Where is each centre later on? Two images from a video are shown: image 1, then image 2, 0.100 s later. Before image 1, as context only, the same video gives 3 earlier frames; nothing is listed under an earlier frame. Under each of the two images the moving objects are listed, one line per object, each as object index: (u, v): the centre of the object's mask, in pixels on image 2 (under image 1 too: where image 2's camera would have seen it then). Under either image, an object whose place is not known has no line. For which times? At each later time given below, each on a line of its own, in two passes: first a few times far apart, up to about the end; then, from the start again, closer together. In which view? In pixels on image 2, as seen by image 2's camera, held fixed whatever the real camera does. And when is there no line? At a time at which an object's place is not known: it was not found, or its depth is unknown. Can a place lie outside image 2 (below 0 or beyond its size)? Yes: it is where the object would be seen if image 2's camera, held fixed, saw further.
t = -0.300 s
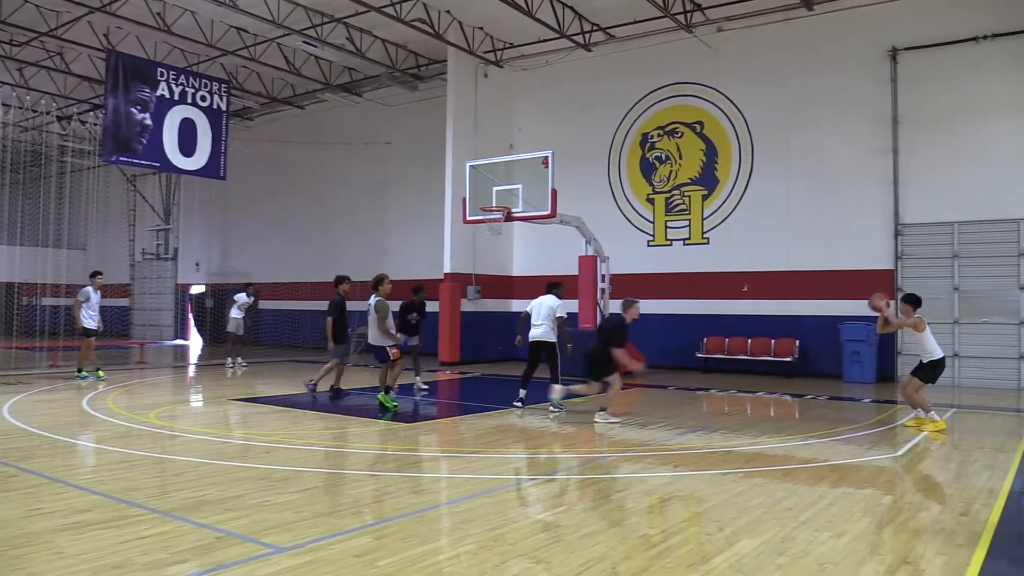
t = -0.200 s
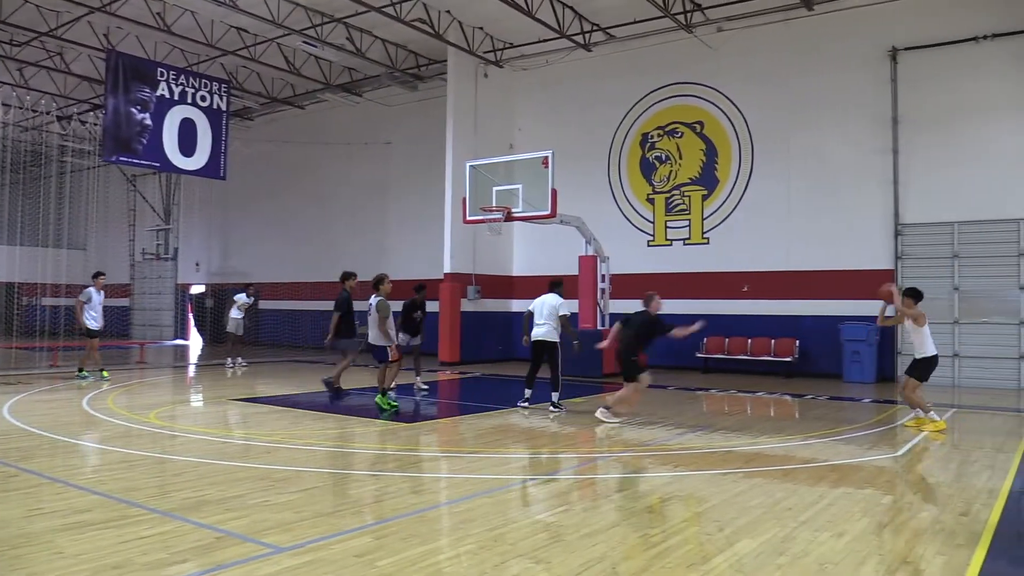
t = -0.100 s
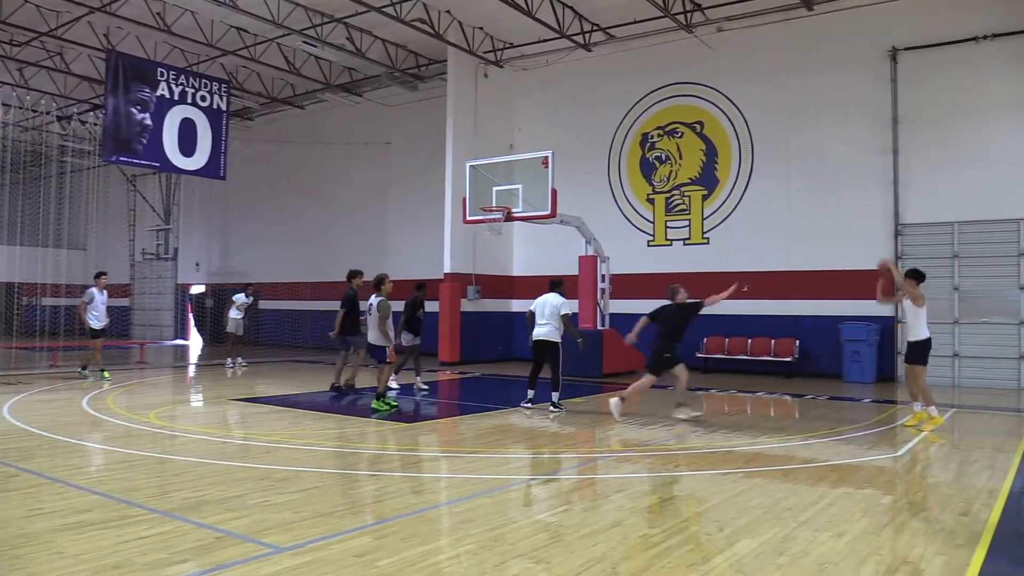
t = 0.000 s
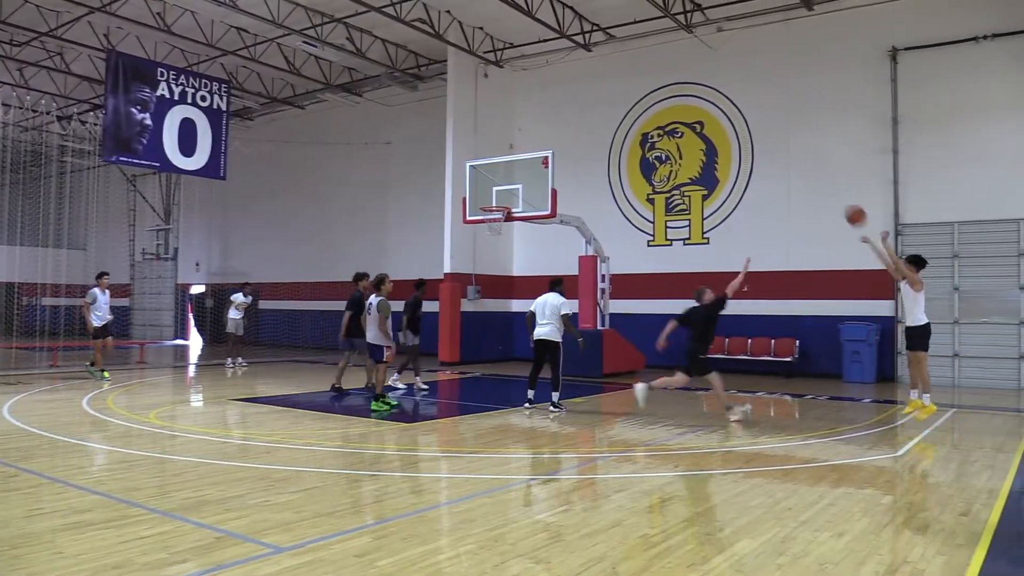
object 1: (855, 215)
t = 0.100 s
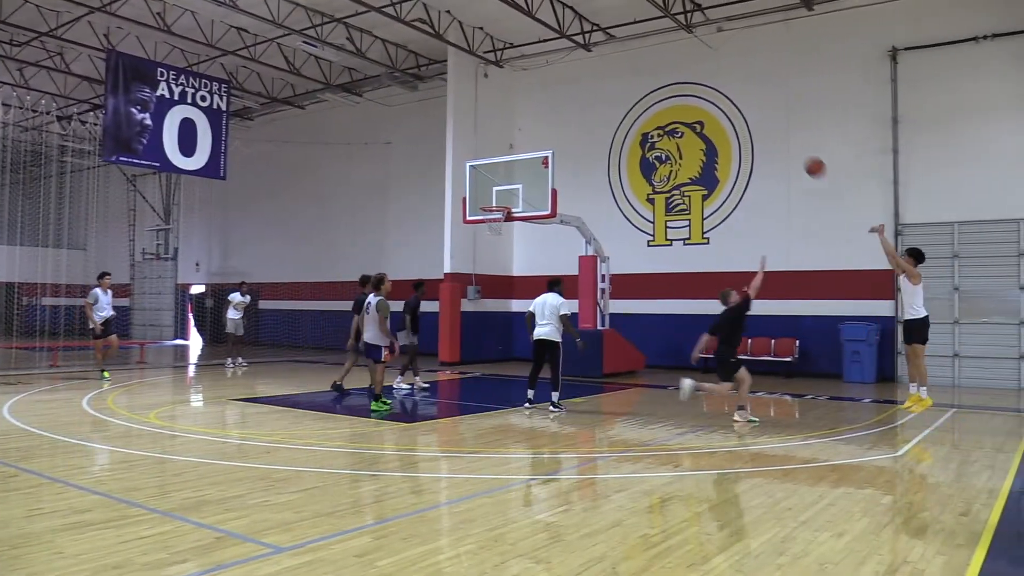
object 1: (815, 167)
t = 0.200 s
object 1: (777, 130)
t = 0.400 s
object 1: (707, 83)
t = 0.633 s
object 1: (637, 69)
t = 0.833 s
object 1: (584, 85)
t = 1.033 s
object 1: (536, 123)
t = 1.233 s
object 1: (493, 181)
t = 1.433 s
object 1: (456, 218)
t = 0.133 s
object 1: (802, 153)
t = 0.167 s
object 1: (789, 141)
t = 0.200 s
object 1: (777, 130)
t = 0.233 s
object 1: (764, 120)
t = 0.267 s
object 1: (753, 110)
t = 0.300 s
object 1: (741, 102)
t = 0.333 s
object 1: (730, 95)
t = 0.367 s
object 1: (718, 88)
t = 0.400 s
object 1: (707, 83)
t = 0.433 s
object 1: (697, 79)
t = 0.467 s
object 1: (686, 75)
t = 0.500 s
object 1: (676, 72)
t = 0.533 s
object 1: (666, 70)
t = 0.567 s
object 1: (656, 69)
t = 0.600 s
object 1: (646, 69)
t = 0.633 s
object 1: (637, 69)
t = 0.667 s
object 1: (628, 70)
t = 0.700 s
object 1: (619, 71)
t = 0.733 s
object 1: (610, 74)
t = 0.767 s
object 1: (601, 77)
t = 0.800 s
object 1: (592, 80)
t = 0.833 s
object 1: (584, 85)
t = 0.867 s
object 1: (575, 90)
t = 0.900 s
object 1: (567, 95)
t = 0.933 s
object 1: (559, 101)
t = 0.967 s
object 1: (551, 108)
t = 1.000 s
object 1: (544, 115)
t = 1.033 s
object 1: (536, 123)
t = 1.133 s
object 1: (514, 149)
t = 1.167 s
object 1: (506, 160)
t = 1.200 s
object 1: (500, 169)
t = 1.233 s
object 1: (493, 181)
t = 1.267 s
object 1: (486, 192)
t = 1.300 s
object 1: (480, 203)
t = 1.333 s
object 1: (474, 207)
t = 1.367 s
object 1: (468, 210)
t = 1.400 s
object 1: (461, 214)
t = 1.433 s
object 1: (456, 218)
